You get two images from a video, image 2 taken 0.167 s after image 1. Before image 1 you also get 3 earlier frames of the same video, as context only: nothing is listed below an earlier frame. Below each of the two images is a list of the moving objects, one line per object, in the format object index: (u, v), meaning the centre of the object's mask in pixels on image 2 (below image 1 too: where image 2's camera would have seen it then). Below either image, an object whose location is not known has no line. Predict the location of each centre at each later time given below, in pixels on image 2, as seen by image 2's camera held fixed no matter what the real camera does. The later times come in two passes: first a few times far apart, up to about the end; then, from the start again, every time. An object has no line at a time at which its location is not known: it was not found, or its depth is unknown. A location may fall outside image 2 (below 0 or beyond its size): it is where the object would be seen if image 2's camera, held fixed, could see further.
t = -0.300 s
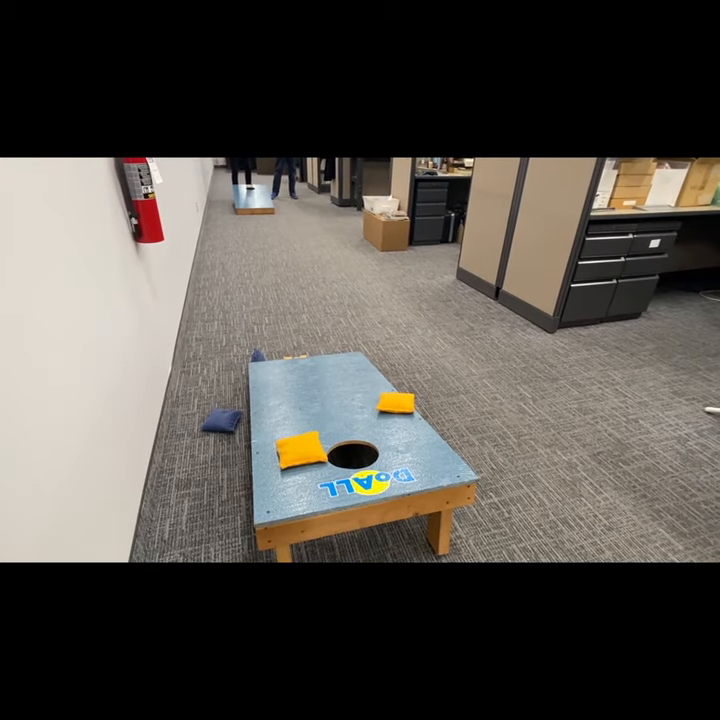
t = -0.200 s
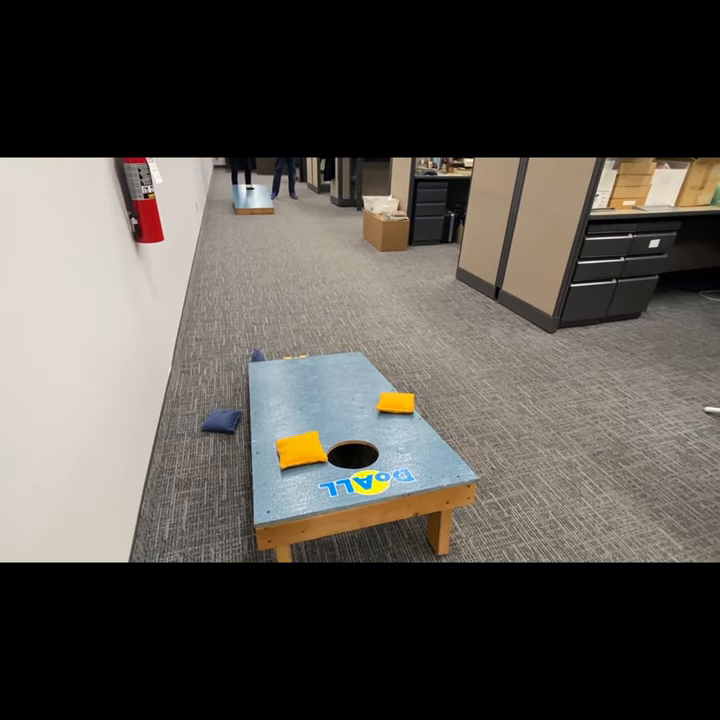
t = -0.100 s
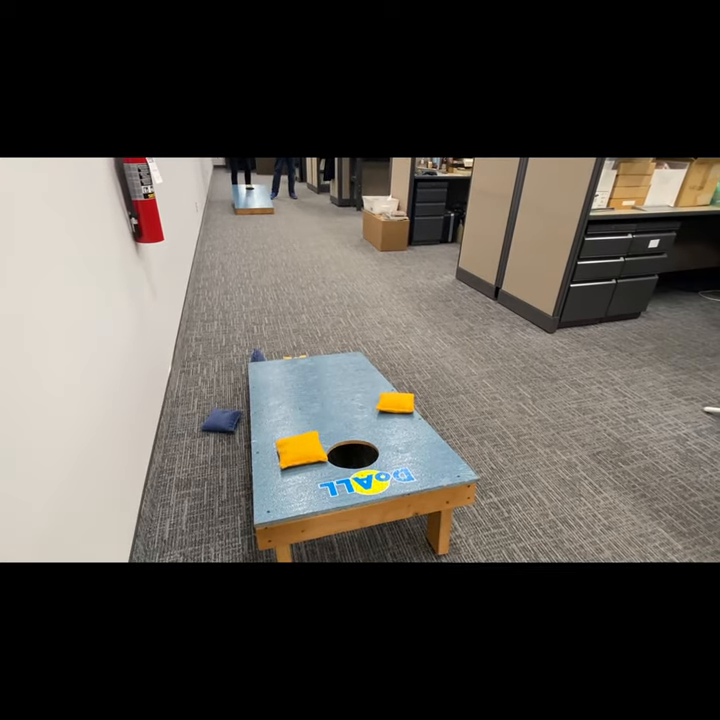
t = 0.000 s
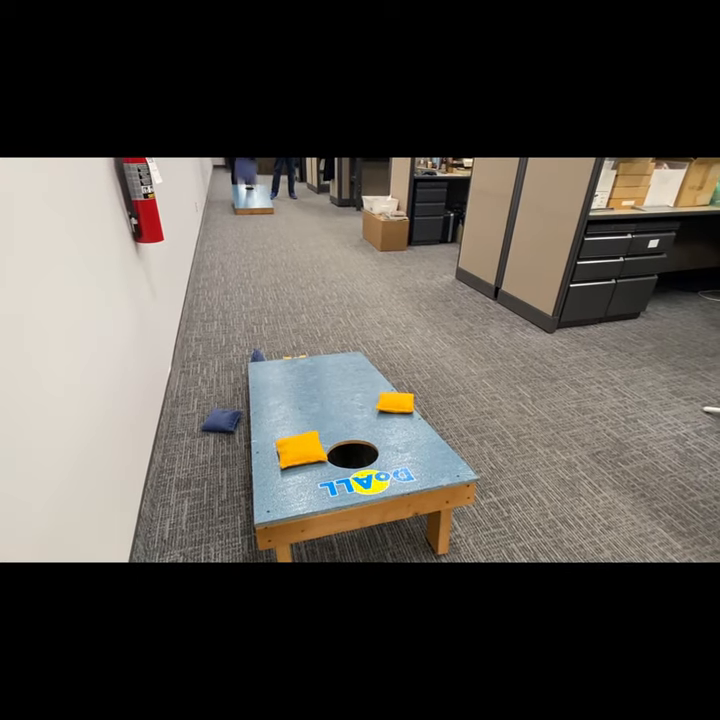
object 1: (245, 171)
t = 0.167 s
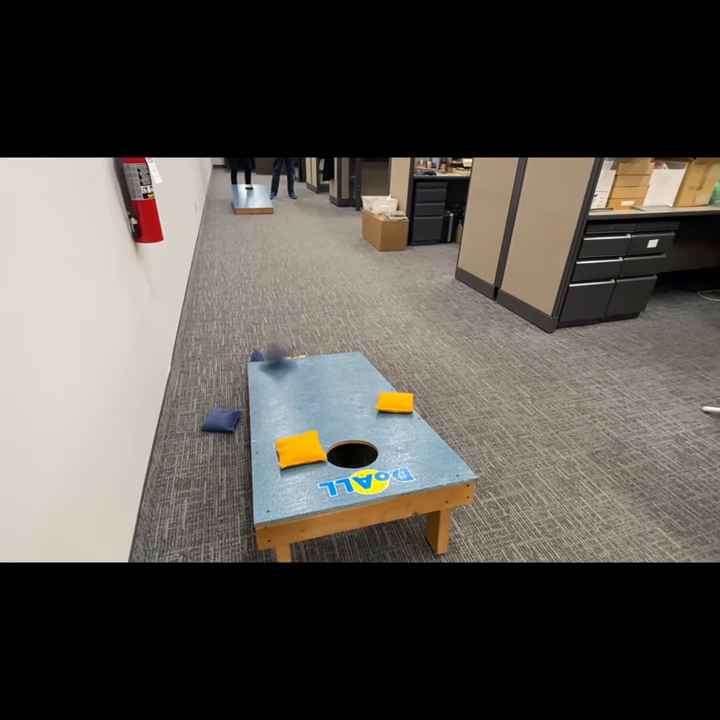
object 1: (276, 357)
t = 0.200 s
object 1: (278, 368)
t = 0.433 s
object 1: (289, 421)
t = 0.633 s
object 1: (289, 436)
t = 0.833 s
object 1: (289, 436)
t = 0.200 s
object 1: (278, 368)
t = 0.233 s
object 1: (280, 371)
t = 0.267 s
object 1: (281, 377)
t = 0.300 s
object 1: (283, 385)
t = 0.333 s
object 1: (284, 395)
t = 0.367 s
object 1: (286, 404)
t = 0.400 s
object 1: (287, 413)
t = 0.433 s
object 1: (289, 421)
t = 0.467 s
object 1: (289, 425)
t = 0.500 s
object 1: (289, 427)
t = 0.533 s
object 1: (289, 430)
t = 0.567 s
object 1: (288, 433)
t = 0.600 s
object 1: (288, 435)
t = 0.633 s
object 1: (289, 436)
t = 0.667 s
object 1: (289, 436)
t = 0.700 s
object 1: (289, 436)
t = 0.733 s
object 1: (289, 436)
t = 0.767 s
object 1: (289, 436)
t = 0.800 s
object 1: (289, 436)
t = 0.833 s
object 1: (289, 436)
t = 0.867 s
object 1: (289, 436)
